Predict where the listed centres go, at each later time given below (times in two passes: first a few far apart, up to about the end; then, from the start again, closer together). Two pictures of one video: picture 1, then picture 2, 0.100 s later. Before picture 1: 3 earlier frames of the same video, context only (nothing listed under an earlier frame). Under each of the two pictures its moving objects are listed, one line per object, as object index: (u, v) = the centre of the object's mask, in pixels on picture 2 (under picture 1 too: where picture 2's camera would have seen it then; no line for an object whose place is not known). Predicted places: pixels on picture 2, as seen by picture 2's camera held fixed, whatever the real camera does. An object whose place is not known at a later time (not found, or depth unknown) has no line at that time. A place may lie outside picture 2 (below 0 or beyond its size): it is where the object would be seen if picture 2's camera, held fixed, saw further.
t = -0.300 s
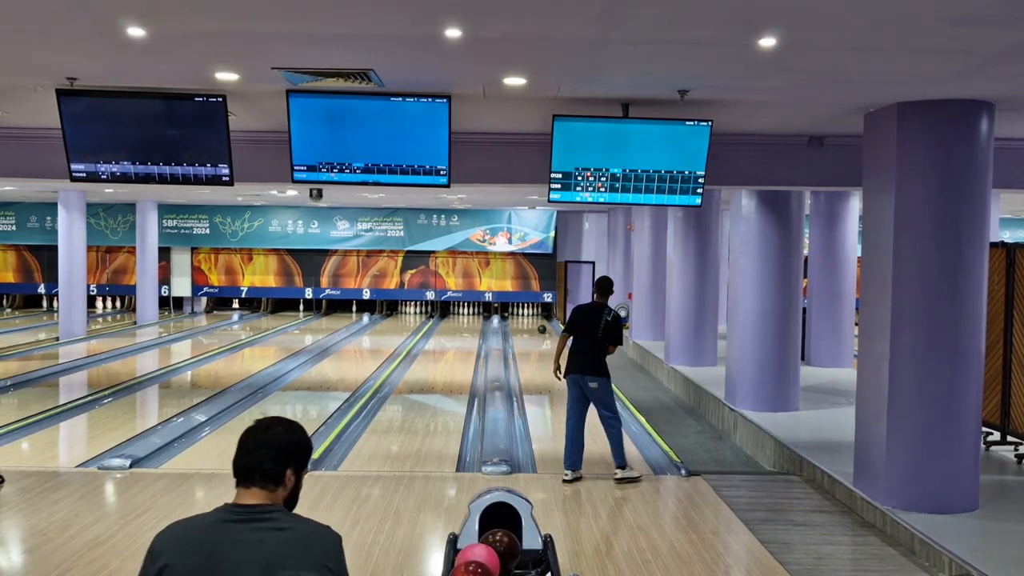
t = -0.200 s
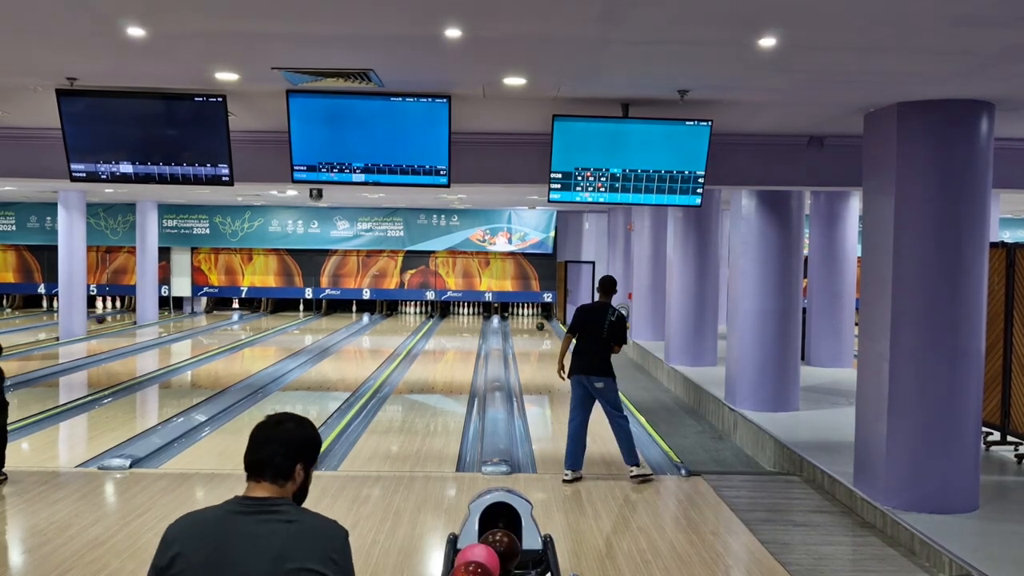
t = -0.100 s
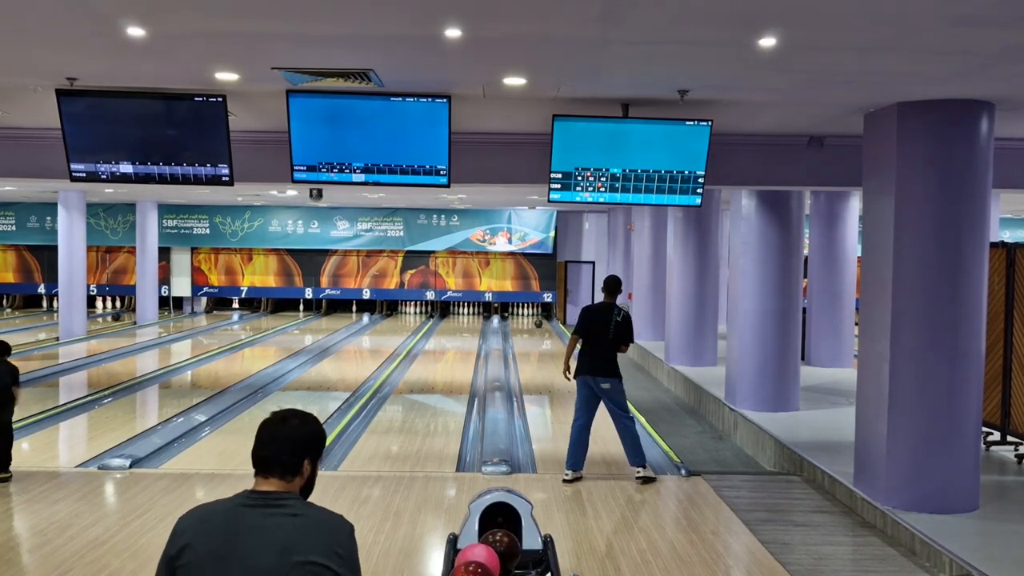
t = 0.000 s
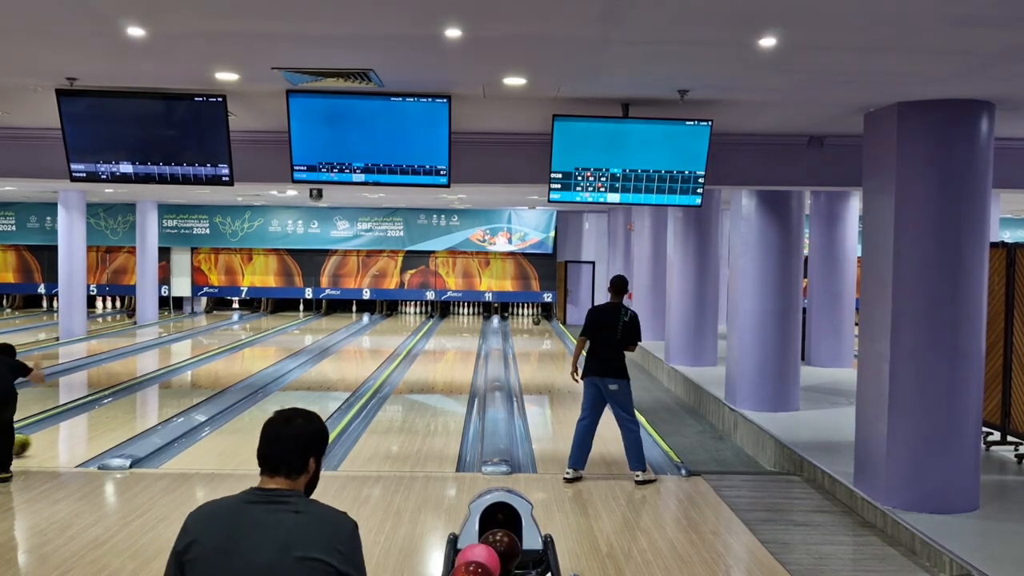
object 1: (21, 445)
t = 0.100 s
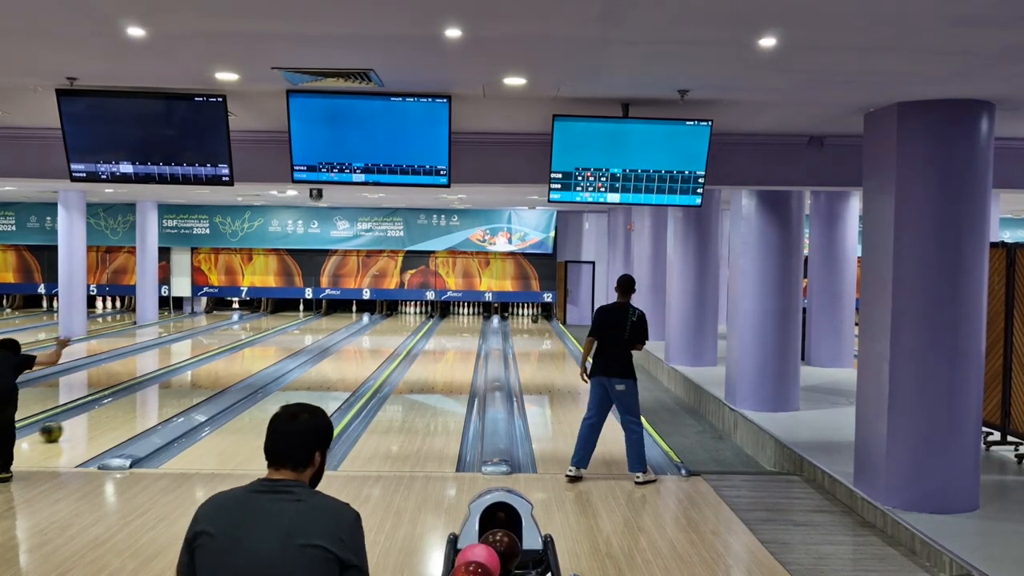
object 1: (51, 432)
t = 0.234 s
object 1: (89, 415)
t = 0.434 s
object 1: (134, 396)
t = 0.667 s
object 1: (175, 377)
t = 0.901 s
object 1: (207, 364)
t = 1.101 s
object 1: (230, 354)
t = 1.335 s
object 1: (252, 344)
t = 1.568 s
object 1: (271, 337)
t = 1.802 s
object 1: (287, 331)
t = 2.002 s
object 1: (299, 326)
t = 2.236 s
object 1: (311, 321)
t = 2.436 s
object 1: (322, 317)
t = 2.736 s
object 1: (337, 313)
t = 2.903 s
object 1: (346, 311)
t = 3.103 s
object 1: (355, 308)
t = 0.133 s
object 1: (61, 427)
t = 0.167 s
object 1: (71, 423)
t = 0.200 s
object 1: (80, 419)
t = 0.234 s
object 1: (89, 415)
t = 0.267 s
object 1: (98, 412)
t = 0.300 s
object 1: (105, 408)
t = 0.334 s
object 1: (113, 405)
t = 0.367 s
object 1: (120, 402)
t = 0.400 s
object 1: (127, 399)
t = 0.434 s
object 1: (134, 396)
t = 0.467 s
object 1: (141, 392)
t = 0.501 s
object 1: (147, 390)
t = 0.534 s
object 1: (153, 387)
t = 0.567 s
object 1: (159, 384)
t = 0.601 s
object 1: (165, 382)
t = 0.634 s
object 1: (170, 380)
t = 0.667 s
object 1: (175, 377)
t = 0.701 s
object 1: (180, 376)
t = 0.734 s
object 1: (185, 373)
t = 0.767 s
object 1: (190, 371)
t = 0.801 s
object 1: (195, 369)
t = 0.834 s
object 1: (199, 367)
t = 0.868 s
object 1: (203, 366)
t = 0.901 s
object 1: (207, 364)
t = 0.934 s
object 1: (211, 362)
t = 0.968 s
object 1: (215, 360)
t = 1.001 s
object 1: (219, 358)
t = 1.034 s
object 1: (223, 357)
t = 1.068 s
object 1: (227, 355)
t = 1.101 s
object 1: (230, 354)
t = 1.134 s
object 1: (234, 353)
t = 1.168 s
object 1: (237, 351)
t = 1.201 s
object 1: (241, 350)
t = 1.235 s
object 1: (244, 348)
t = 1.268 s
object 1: (247, 346)
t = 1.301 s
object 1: (249, 345)
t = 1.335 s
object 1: (252, 344)
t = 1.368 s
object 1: (255, 344)
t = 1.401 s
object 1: (258, 342)
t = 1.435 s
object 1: (261, 342)
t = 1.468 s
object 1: (264, 340)
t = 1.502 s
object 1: (266, 339)
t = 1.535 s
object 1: (269, 338)
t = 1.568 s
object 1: (271, 337)
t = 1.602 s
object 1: (273, 336)
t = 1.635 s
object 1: (276, 335)
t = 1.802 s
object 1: (287, 331)
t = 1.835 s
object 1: (289, 330)
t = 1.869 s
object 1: (292, 329)
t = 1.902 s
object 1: (294, 328)
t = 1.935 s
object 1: (296, 327)
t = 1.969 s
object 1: (297, 327)
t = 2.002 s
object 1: (299, 326)
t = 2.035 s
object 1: (301, 325)
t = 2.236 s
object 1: (311, 321)
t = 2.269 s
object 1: (313, 321)
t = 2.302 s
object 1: (315, 320)
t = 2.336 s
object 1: (318, 319)
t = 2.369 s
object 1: (319, 319)
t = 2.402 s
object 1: (320, 318)
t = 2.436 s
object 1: (322, 317)
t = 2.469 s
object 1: (324, 317)
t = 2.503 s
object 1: (326, 316)
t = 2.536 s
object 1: (327, 316)
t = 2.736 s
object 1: (337, 313)
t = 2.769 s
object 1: (339, 312)
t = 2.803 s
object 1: (341, 312)
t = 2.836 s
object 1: (342, 311)
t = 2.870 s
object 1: (344, 311)
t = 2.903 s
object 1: (346, 311)
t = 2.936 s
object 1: (348, 310)
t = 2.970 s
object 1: (349, 310)
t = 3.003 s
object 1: (350, 310)
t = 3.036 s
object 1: (352, 308)
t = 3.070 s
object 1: (354, 309)
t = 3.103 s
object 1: (355, 308)
